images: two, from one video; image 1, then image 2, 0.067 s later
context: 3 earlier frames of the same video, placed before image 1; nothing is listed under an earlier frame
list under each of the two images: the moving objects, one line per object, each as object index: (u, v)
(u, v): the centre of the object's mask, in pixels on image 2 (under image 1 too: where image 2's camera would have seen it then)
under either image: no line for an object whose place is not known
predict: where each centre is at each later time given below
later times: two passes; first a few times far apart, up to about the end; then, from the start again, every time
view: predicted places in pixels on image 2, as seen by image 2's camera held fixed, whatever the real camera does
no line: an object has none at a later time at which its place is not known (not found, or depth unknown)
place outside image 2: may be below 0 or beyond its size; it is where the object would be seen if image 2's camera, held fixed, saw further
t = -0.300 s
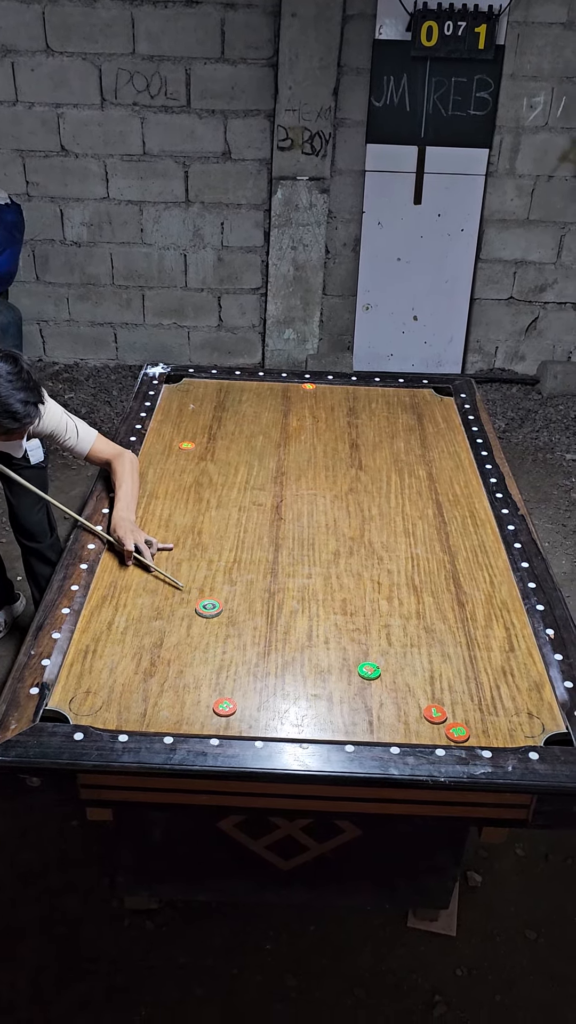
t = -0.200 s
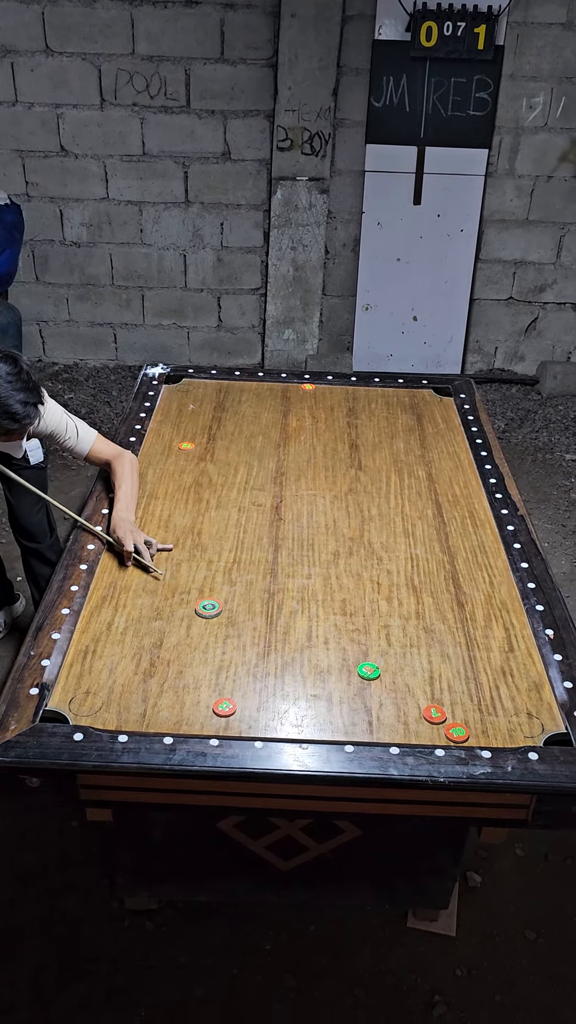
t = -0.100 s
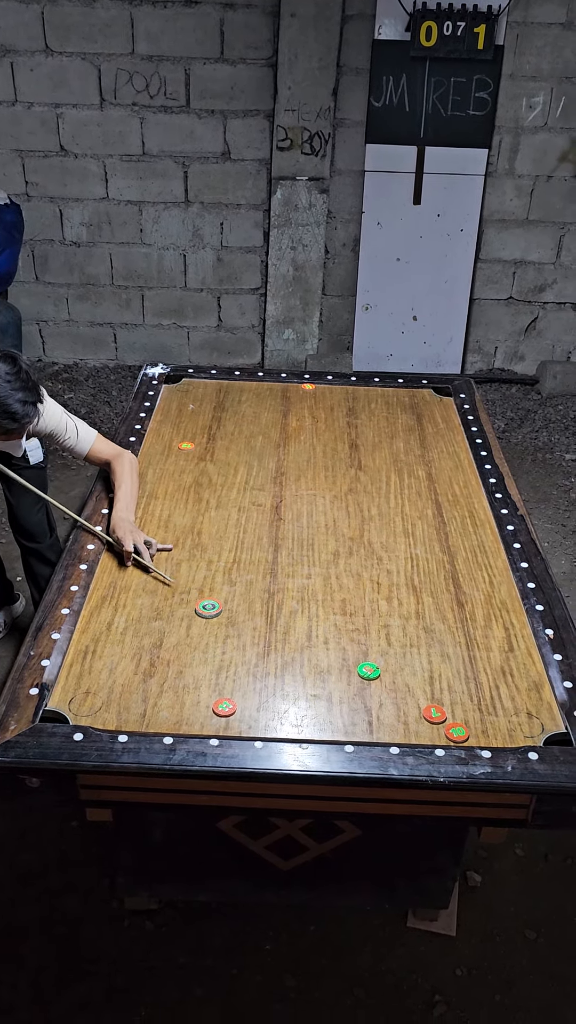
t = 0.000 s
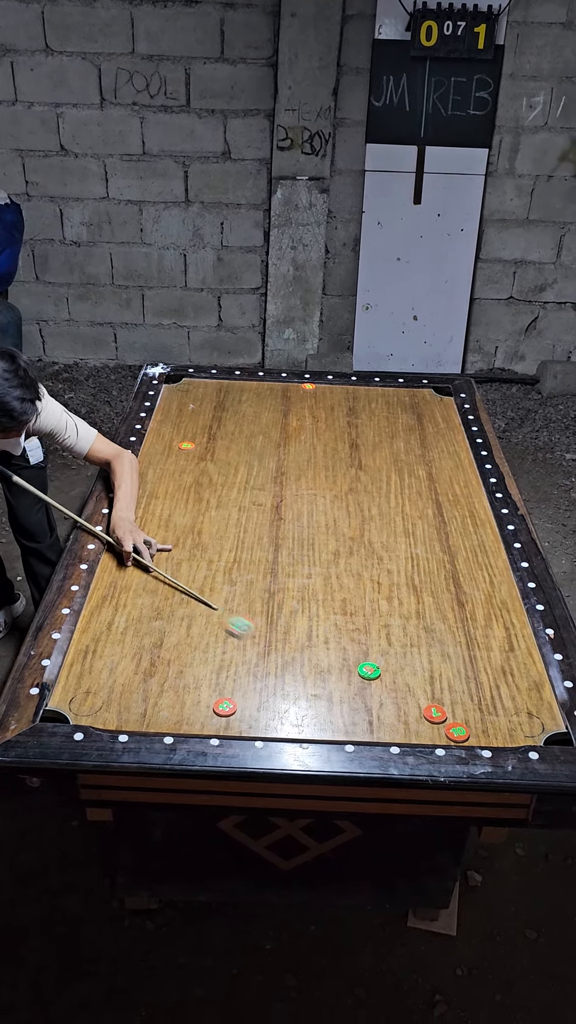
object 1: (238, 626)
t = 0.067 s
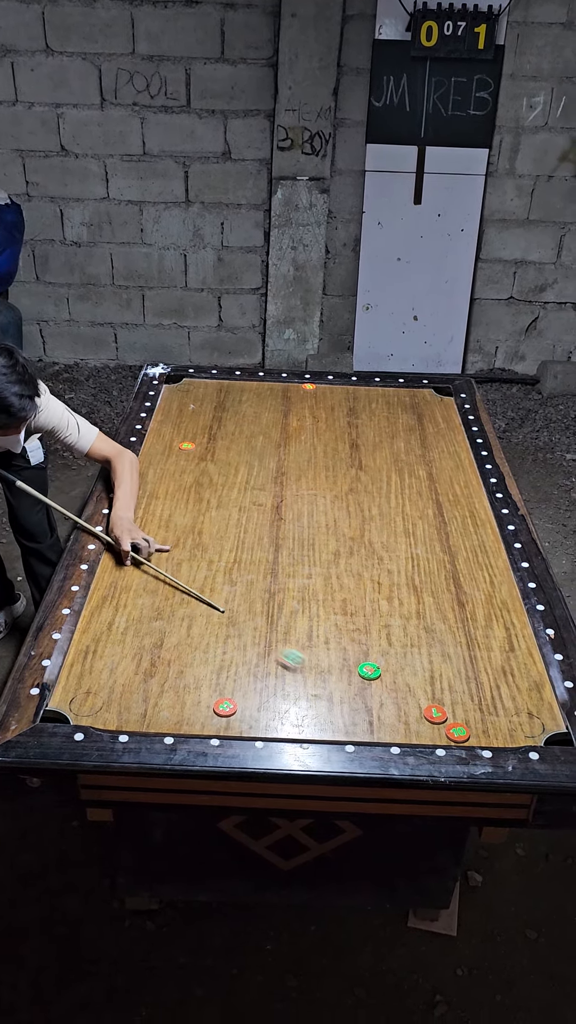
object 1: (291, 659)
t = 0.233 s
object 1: (431, 729)
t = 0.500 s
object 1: (478, 688)
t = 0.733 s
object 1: (504, 664)
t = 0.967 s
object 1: (523, 644)
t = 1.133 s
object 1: (513, 634)
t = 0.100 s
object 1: (318, 676)
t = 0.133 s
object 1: (348, 693)
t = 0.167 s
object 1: (377, 711)
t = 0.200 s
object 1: (408, 729)
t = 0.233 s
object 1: (431, 729)
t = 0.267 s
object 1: (438, 724)
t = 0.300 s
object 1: (444, 719)
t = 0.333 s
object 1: (451, 713)
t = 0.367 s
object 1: (457, 708)
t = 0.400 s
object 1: (463, 703)
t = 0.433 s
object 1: (468, 697)
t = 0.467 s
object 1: (473, 693)
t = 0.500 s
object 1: (478, 688)
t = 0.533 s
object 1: (482, 685)
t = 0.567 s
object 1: (486, 680)
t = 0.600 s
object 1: (490, 676)
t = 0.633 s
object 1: (494, 673)
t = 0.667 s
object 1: (497, 670)
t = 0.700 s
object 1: (501, 667)
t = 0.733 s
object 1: (504, 664)
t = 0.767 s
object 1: (507, 661)
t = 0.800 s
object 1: (510, 657)
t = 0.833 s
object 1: (513, 654)
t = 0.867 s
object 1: (516, 652)
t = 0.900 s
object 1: (518, 649)
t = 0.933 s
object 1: (521, 647)
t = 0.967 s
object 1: (523, 644)
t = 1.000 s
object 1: (521, 642)
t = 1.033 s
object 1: (518, 639)
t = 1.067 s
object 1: (516, 637)
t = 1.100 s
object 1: (514, 636)
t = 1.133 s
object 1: (513, 634)
